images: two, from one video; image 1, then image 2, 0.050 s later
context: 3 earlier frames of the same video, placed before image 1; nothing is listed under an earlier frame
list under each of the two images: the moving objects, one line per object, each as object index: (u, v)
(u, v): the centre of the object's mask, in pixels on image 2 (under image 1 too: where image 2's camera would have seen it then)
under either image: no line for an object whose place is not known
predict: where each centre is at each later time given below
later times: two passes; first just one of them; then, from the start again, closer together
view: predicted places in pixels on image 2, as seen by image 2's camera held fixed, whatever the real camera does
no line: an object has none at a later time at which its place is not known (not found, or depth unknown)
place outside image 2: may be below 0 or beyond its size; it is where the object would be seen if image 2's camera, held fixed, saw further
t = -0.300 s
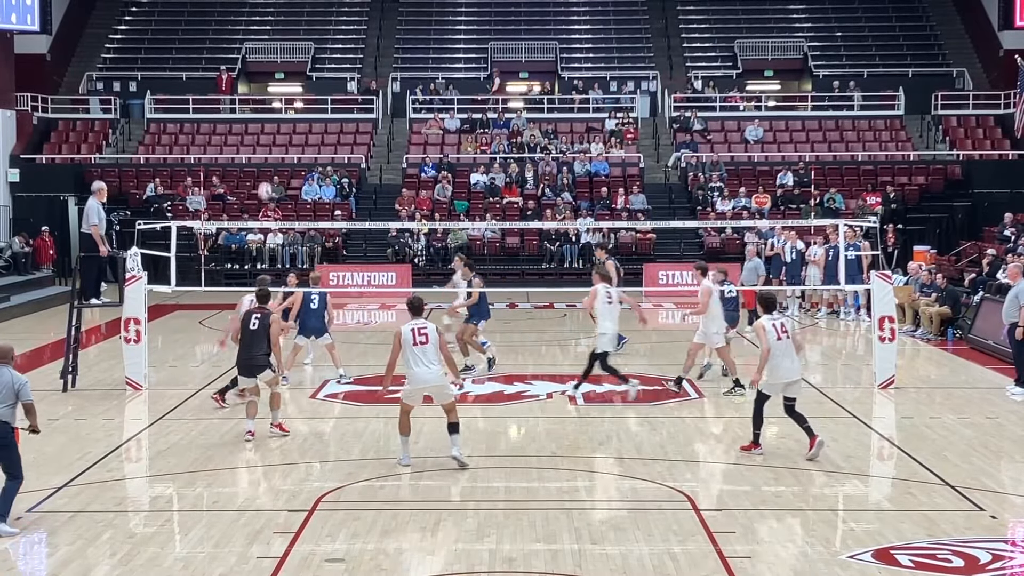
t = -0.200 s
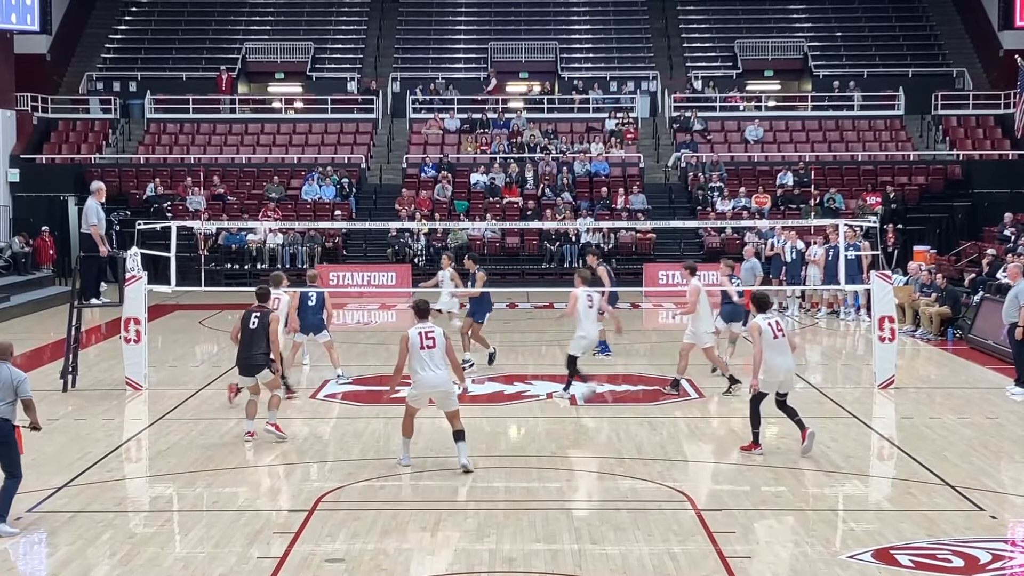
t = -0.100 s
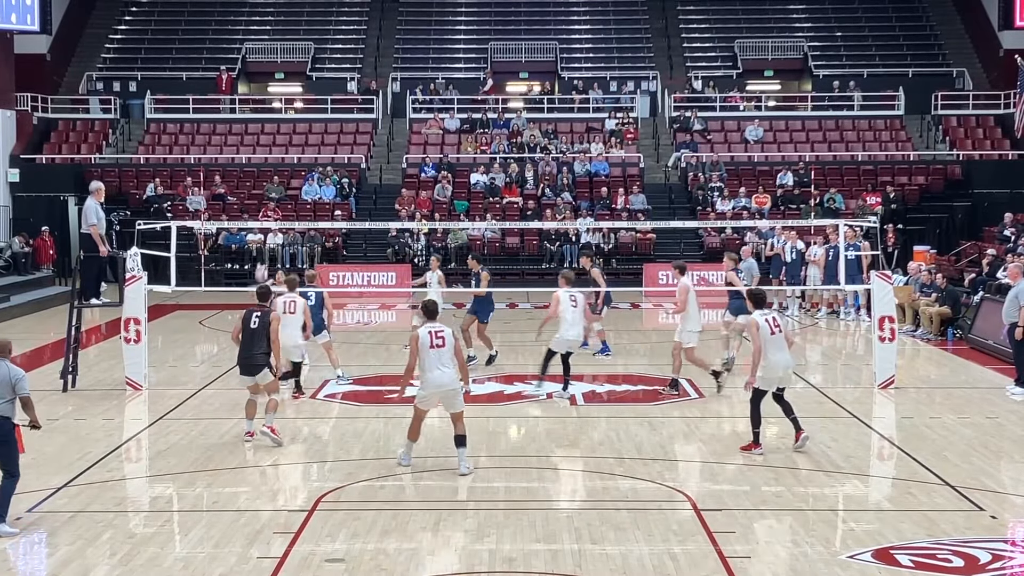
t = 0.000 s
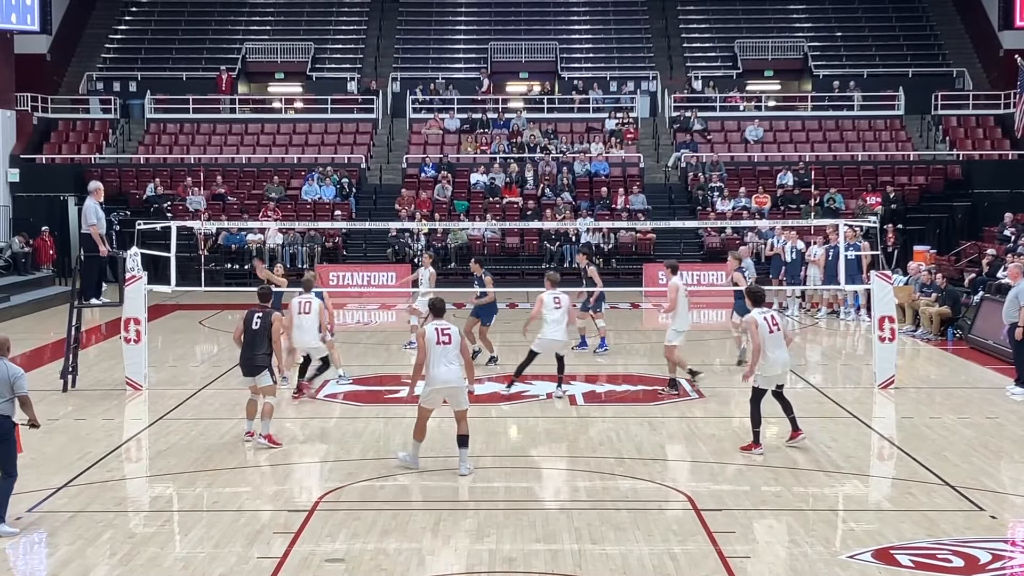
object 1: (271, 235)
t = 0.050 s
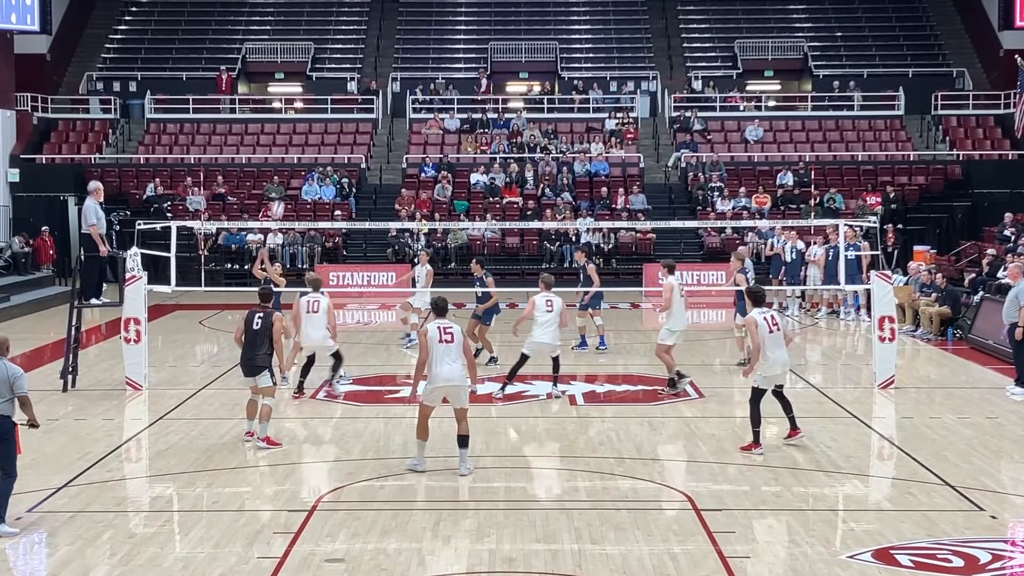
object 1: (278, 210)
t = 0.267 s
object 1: (302, 122)
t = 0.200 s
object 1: (295, 145)
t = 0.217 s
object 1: (297, 138)
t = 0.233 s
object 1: (299, 132)
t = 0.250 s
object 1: (301, 126)
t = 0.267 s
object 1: (302, 122)
